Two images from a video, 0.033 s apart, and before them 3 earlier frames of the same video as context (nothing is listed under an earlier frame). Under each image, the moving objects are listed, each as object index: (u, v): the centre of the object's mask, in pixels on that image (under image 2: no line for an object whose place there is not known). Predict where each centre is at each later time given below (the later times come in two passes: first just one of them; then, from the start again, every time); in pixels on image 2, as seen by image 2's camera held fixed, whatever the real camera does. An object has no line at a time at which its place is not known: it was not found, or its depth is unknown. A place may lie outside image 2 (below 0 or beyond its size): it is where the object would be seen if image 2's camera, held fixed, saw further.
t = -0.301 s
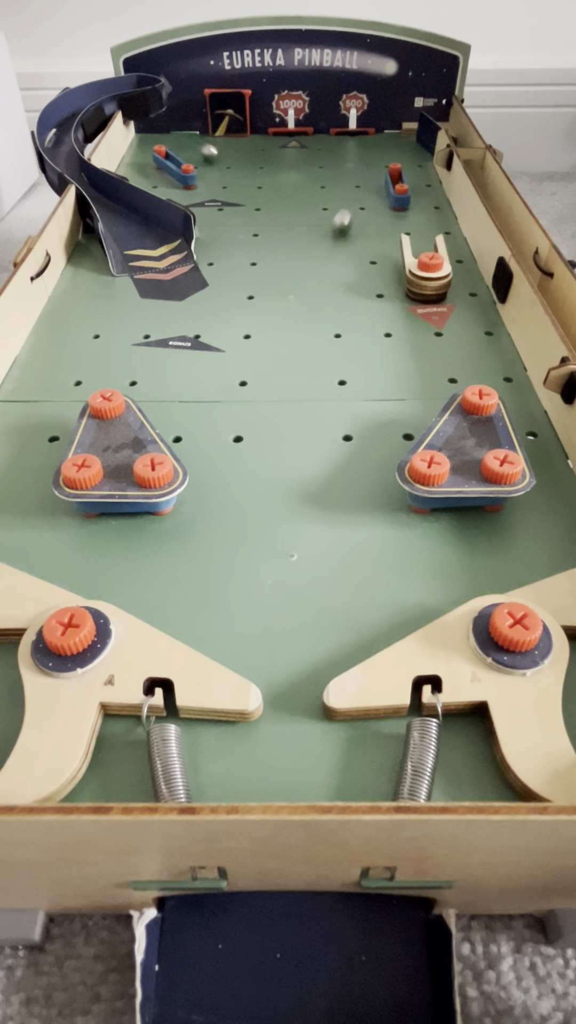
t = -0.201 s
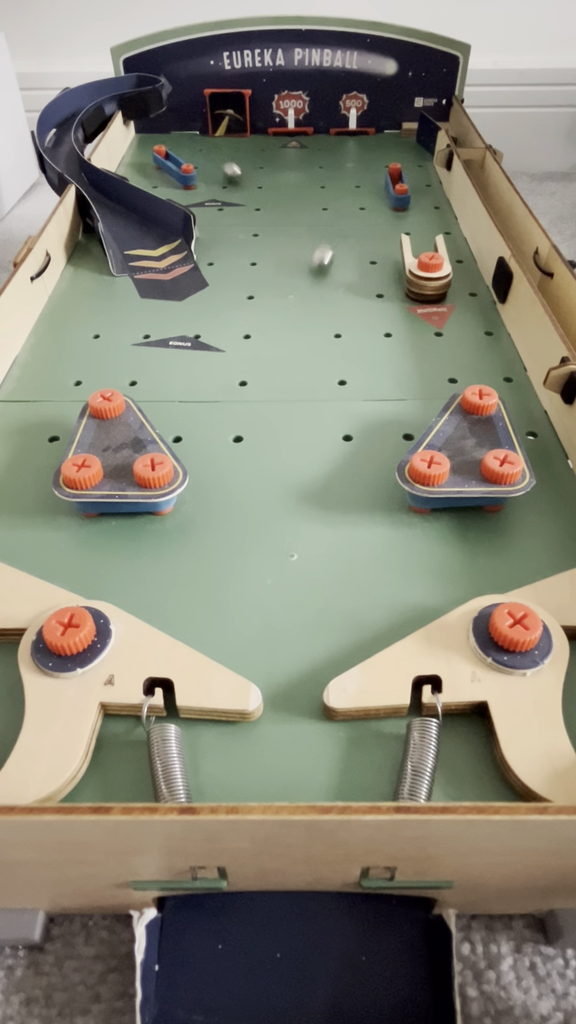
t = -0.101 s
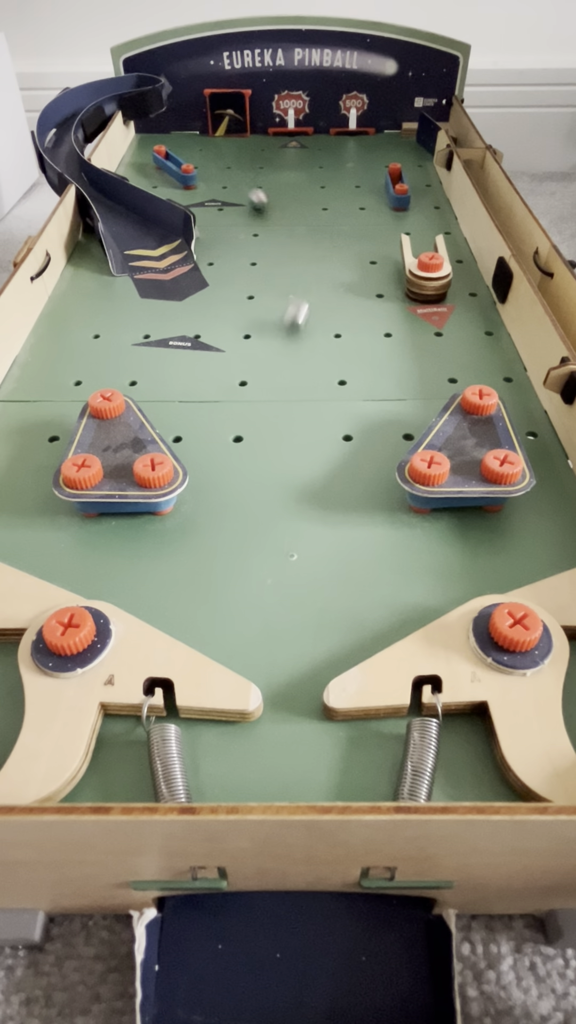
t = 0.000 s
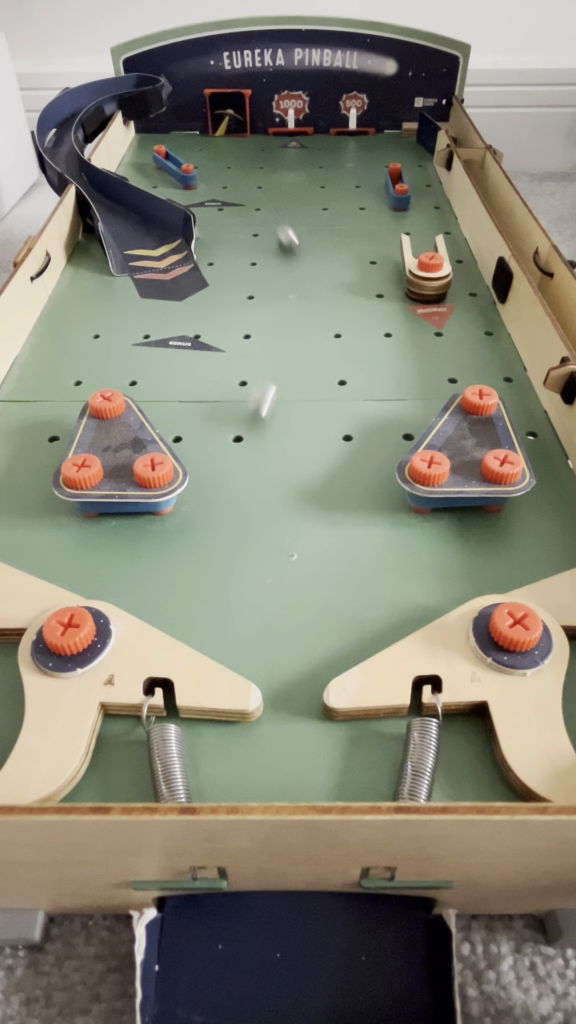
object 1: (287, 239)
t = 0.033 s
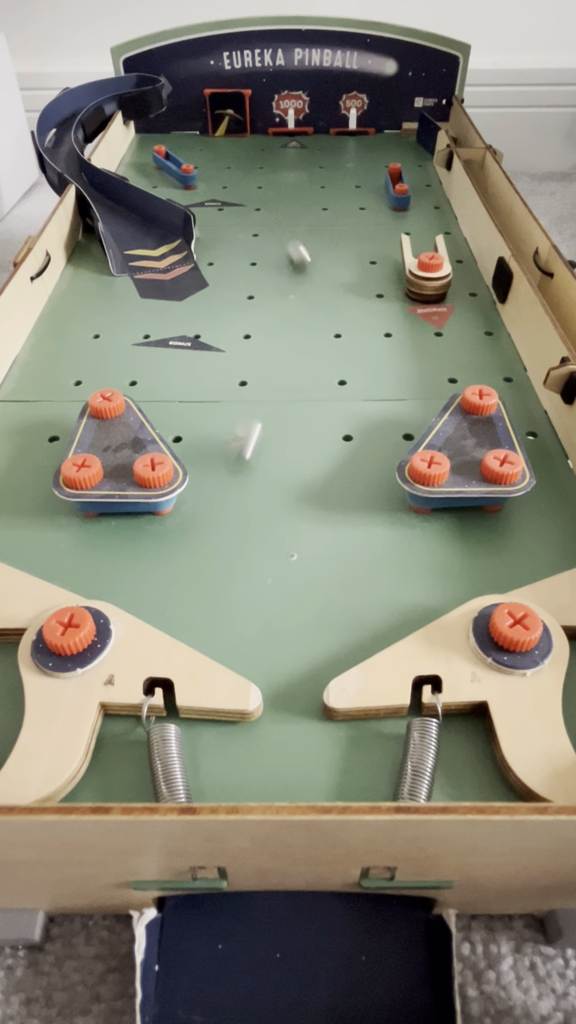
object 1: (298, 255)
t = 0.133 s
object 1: (339, 321)
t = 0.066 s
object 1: (310, 275)
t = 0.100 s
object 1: (324, 296)
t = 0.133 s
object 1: (339, 321)
